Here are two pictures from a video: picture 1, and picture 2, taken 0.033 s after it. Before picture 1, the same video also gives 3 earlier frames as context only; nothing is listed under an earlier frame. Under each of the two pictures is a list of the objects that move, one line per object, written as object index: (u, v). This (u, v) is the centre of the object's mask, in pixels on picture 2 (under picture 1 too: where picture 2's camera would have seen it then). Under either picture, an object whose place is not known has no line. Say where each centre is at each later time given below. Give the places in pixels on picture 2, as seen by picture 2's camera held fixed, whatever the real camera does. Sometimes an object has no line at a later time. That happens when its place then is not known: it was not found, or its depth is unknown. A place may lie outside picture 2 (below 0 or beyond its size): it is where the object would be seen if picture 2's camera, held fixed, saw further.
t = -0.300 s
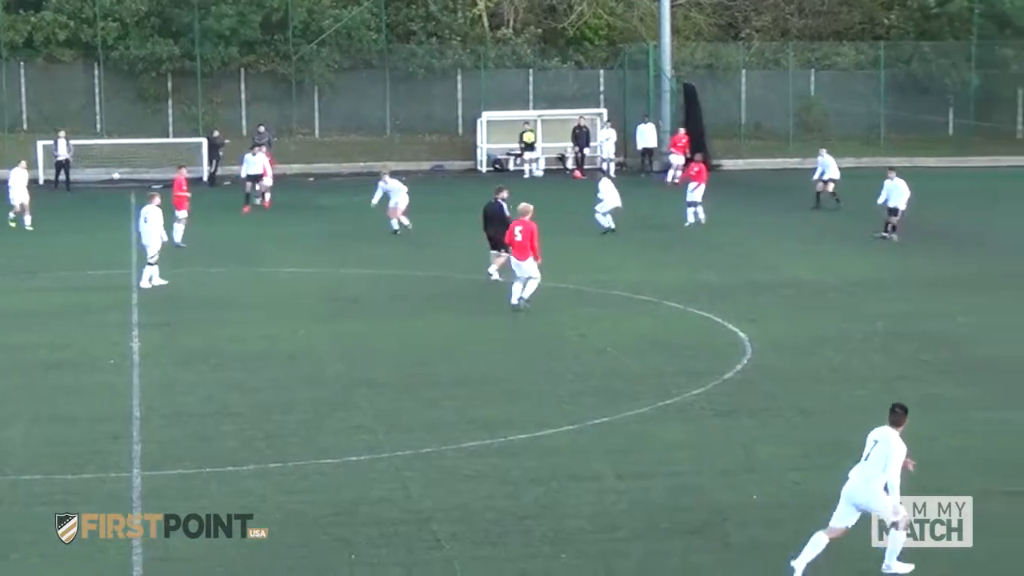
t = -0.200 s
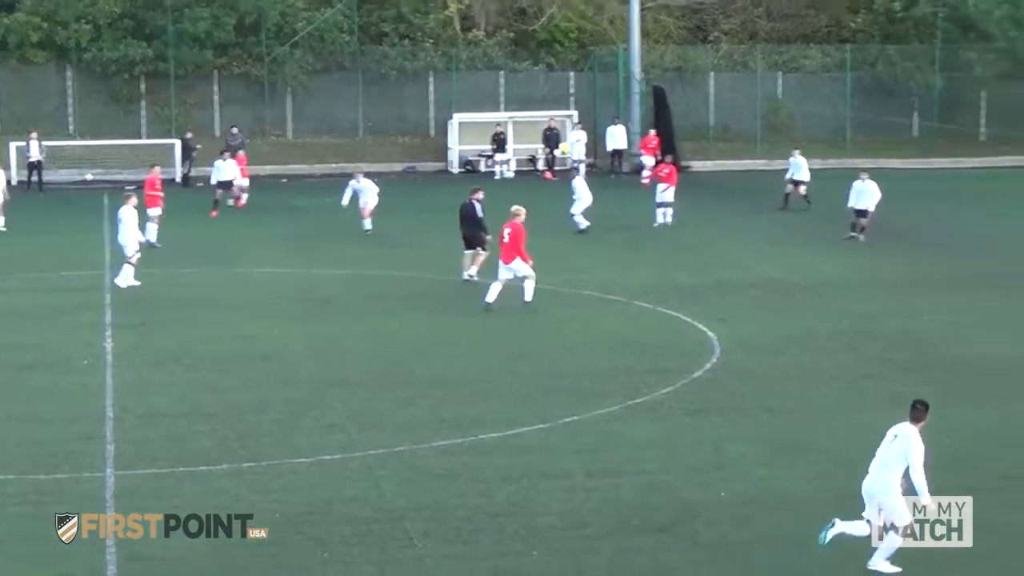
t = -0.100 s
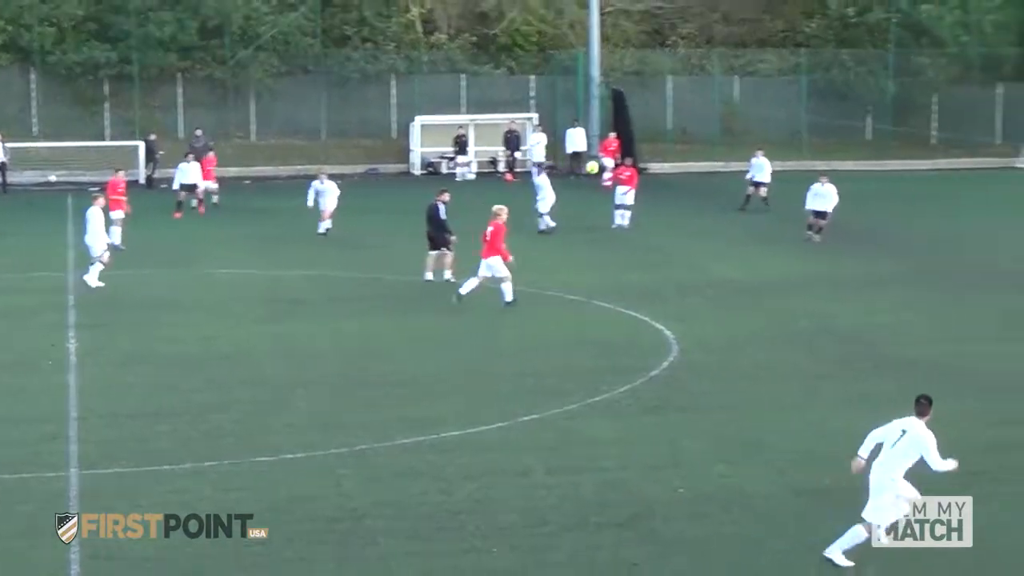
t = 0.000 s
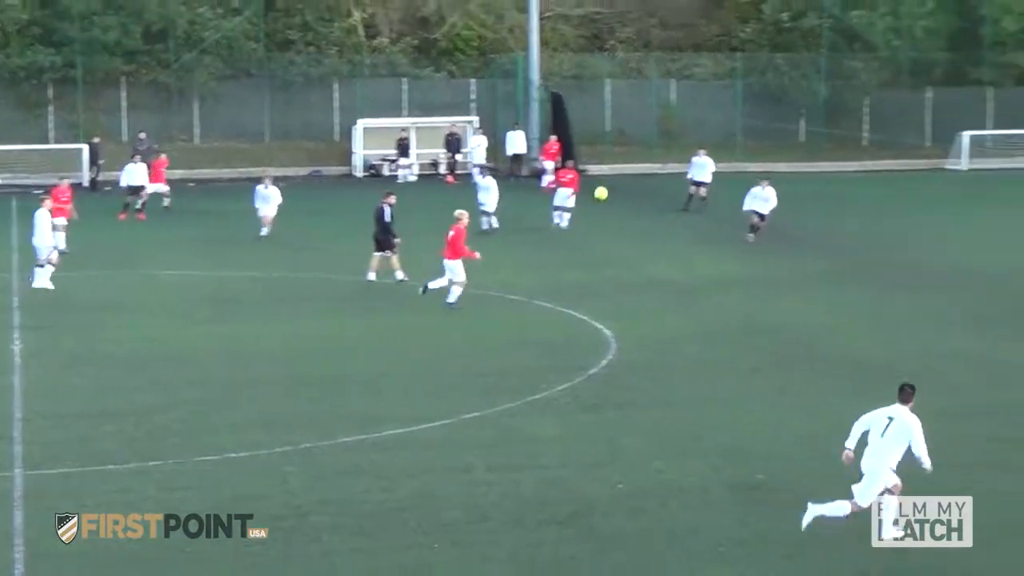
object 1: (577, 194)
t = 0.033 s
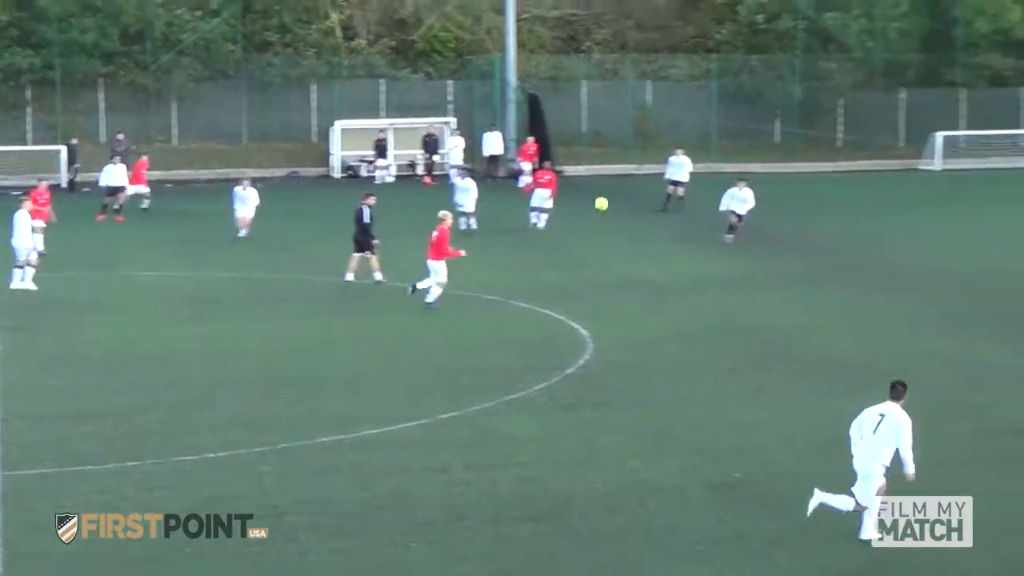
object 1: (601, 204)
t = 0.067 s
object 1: (625, 215)
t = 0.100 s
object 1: (649, 227)
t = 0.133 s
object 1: (674, 240)
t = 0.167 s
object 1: (699, 254)
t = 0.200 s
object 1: (726, 270)
